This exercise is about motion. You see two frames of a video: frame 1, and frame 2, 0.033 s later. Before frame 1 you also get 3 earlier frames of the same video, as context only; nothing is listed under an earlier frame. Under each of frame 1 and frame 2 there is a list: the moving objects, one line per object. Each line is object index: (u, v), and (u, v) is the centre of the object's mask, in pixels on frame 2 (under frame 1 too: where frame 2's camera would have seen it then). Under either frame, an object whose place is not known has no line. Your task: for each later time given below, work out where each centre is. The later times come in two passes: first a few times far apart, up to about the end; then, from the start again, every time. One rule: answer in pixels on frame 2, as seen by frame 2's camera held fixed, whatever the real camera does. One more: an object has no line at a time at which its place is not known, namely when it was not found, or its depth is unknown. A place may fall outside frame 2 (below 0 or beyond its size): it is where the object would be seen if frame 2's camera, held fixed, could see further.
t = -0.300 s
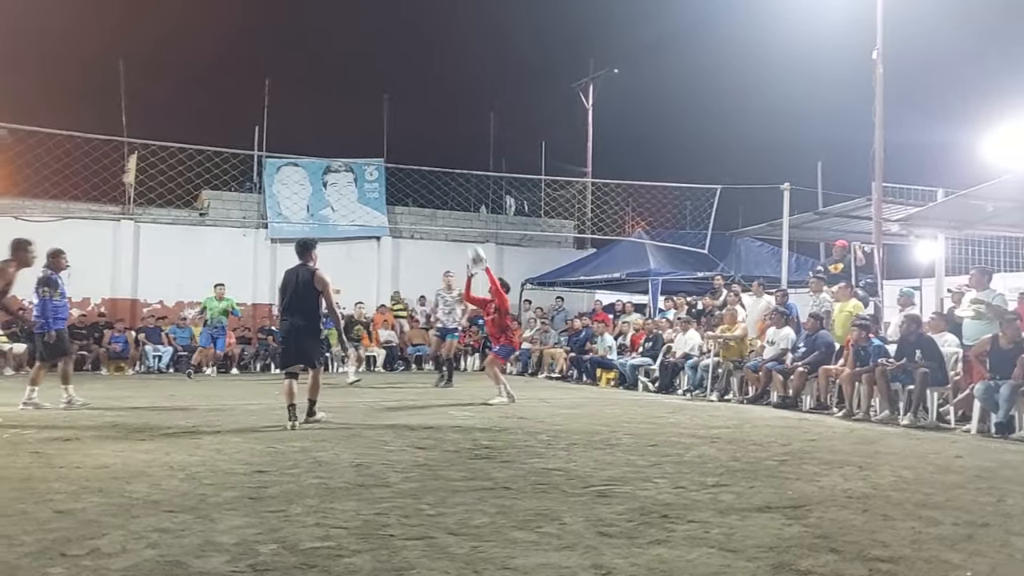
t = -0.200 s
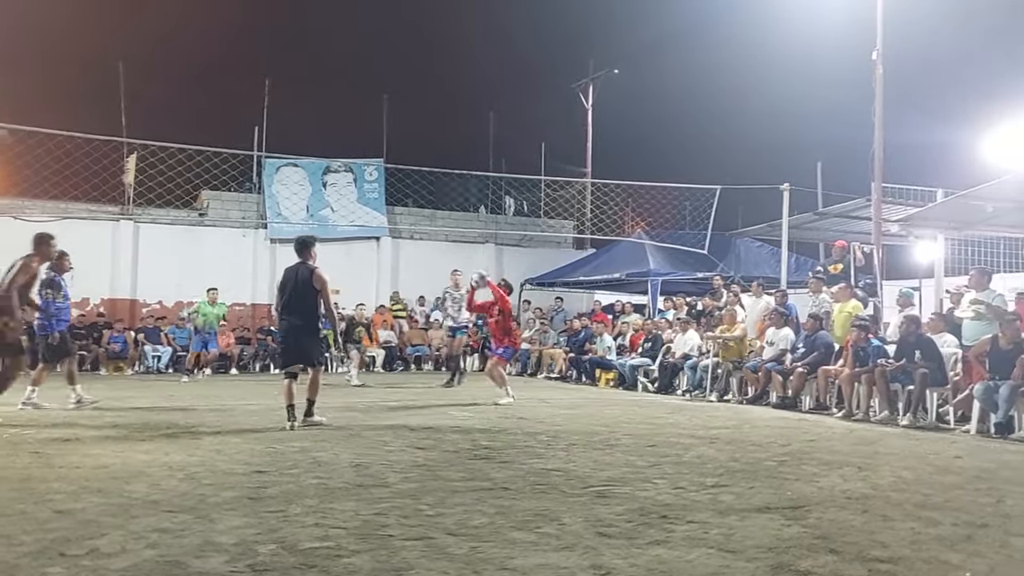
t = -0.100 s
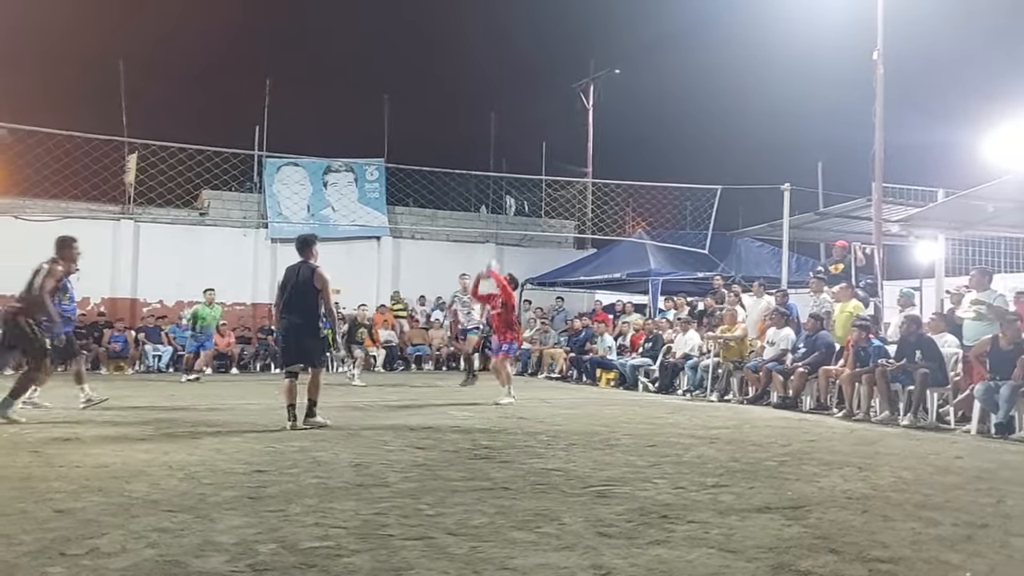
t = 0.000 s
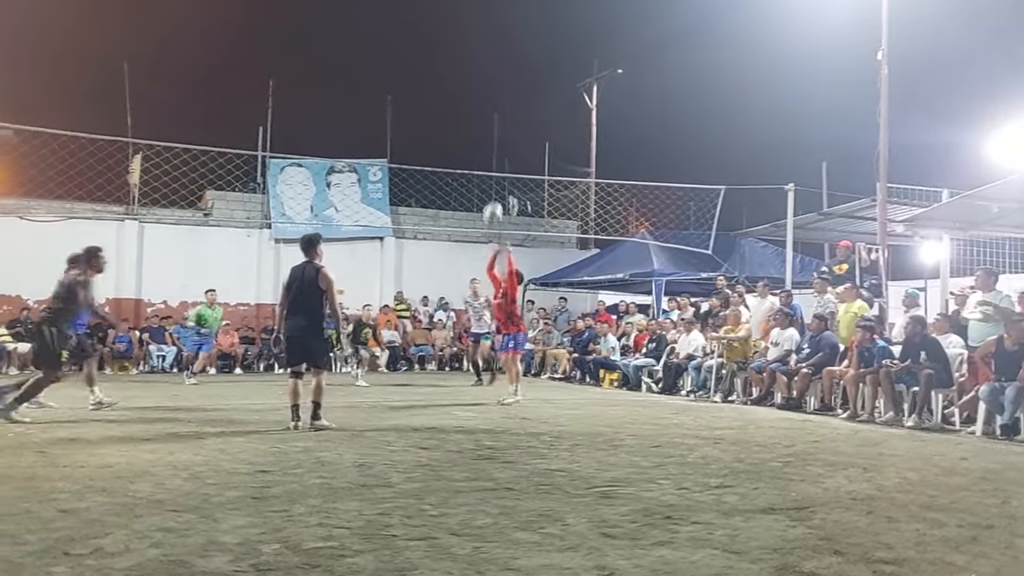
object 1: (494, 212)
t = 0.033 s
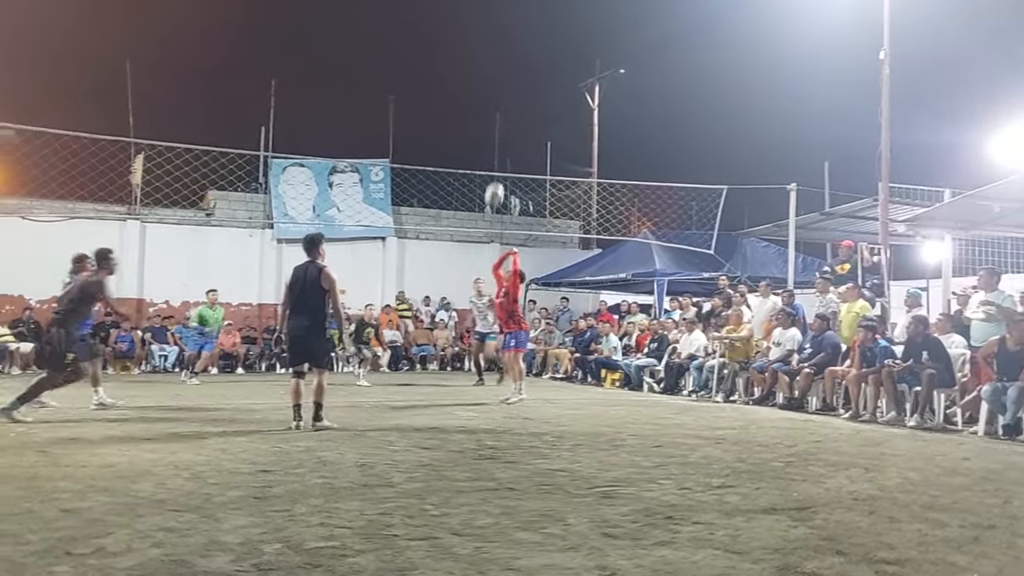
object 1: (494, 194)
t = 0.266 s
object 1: (491, 88)
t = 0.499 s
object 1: (488, 29)
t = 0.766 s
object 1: (482, 17)
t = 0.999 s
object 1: (476, 54)
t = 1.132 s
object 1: (472, 93)
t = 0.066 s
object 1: (494, 177)
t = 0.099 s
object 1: (493, 159)
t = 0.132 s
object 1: (493, 142)
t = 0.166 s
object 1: (492, 128)
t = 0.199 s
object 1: (492, 113)
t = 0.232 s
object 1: (491, 100)
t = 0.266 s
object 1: (491, 88)
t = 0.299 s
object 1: (491, 76)
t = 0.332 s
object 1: (490, 66)
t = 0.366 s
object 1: (490, 57)
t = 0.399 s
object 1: (490, 48)
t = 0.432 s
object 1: (489, 41)
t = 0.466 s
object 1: (489, 34)
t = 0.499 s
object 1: (488, 29)
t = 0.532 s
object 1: (487, 24)
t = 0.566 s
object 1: (486, 20)
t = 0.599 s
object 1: (486, 18)
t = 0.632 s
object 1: (485, 16)
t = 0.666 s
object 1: (484, 15)
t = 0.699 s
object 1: (484, 15)
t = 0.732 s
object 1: (483, 16)
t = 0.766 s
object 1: (482, 17)
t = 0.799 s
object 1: (482, 20)
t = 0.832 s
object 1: (481, 23)
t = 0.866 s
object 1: (480, 28)
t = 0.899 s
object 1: (479, 33)
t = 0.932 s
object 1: (478, 39)
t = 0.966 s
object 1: (477, 46)
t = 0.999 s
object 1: (476, 54)
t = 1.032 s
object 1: (475, 63)
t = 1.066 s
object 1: (474, 72)
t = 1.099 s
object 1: (473, 82)
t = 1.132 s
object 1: (472, 93)
